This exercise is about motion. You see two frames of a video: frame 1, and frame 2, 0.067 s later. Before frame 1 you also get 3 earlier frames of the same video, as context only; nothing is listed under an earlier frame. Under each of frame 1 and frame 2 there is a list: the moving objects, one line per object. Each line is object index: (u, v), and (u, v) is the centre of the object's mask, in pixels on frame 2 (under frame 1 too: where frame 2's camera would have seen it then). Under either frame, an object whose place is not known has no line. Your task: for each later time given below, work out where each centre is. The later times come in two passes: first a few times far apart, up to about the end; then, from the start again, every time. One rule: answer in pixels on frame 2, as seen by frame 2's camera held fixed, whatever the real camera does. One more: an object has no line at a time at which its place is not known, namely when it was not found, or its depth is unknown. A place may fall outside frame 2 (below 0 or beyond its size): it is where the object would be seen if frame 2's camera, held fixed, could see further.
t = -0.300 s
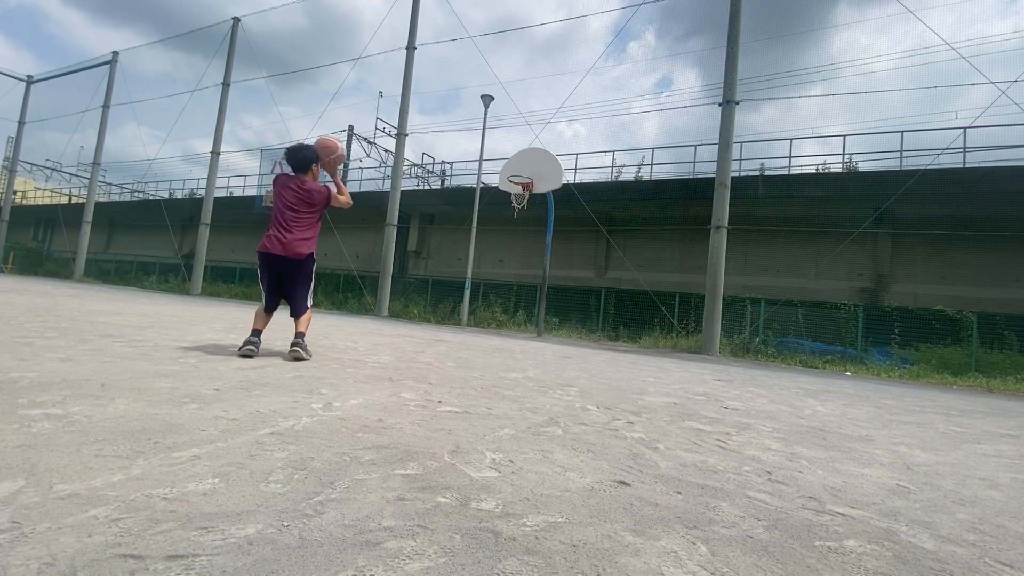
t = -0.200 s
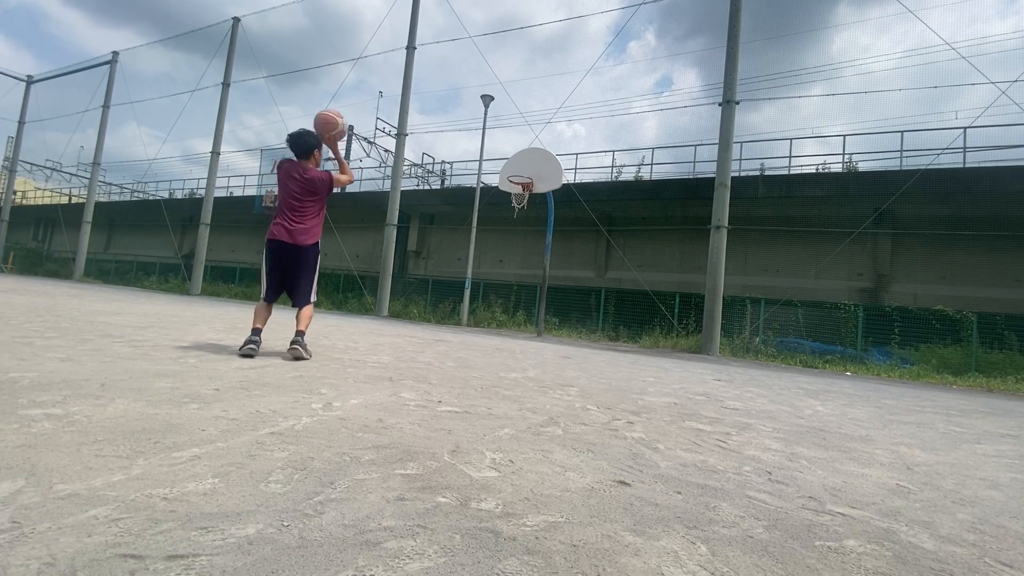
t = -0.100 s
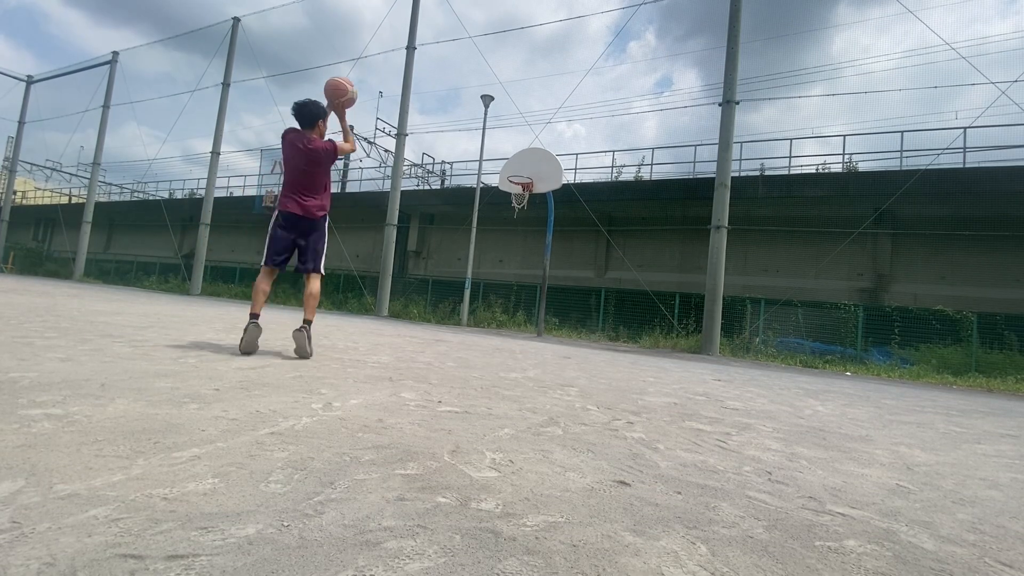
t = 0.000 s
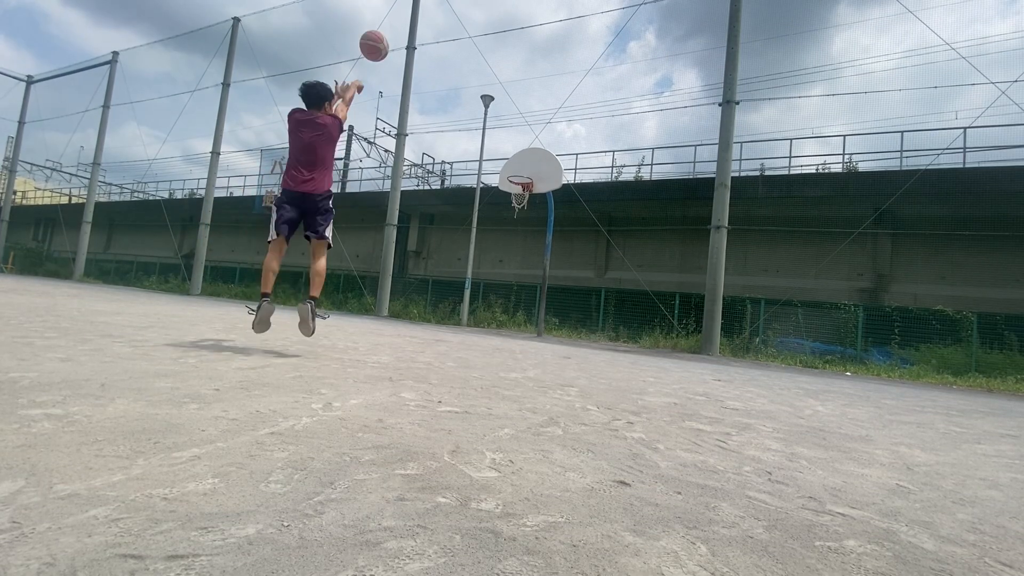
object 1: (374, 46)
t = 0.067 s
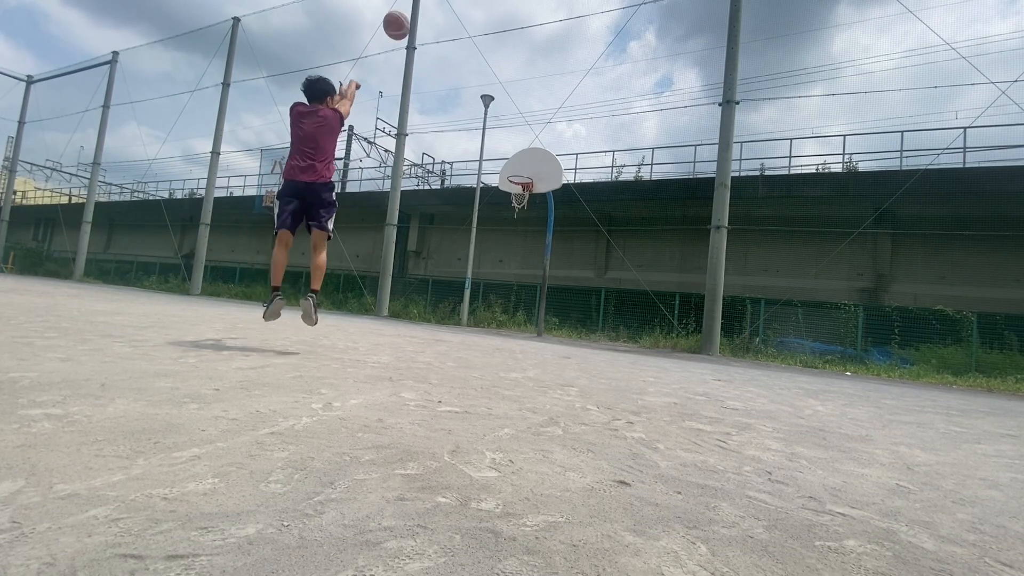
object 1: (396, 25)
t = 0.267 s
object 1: (445, 6)
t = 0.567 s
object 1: (488, 24)
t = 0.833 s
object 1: (509, 83)
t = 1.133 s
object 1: (523, 174)
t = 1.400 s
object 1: (520, 209)
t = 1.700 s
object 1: (508, 257)
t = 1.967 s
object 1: (496, 329)
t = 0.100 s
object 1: (406, 17)
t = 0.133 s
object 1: (415, 12)
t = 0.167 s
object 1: (424, 9)
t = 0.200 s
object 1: (431, 8)
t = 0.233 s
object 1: (439, 7)
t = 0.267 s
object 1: (445, 6)
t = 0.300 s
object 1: (451, 6)
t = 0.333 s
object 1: (457, 6)
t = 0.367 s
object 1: (462, 6)
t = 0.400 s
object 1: (468, 7)
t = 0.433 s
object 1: (472, 8)
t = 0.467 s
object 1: (476, 10)
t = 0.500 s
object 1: (481, 14)
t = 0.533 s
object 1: (484, 19)
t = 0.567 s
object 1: (488, 24)
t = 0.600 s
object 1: (491, 30)
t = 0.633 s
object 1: (494, 36)
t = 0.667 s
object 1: (497, 43)
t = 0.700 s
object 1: (500, 51)
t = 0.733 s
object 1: (502, 58)
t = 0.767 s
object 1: (505, 66)
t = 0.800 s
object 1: (507, 75)
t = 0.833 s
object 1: (509, 83)
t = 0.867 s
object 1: (511, 92)
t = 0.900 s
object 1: (513, 102)
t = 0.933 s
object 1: (515, 111)
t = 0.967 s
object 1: (516, 121)
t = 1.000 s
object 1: (518, 131)
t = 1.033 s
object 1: (519, 142)
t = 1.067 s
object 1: (520, 153)
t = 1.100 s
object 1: (522, 164)
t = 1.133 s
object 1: (523, 174)
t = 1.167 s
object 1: (524, 186)
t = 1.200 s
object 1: (524, 194)
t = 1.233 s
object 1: (525, 198)
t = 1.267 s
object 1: (524, 200)
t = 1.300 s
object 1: (523, 202)
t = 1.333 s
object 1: (522, 203)
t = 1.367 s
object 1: (521, 206)
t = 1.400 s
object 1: (520, 209)
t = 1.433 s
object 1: (519, 213)
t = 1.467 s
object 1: (517, 217)
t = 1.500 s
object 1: (516, 221)
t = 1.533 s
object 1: (515, 226)
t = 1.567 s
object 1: (513, 232)
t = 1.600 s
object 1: (512, 237)
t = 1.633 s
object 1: (511, 243)
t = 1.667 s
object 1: (509, 250)
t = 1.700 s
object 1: (508, 257)
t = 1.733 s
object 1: (507, 265)
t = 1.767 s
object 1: (505, 273)
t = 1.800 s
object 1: (504, 281)
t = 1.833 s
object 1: (502, 290)
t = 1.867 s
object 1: (501, 299)
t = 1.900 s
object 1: (499, 309)
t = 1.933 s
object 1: (498, 319)
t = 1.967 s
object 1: (496, 329)
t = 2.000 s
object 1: (495, 323)
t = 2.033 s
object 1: (495, 314)
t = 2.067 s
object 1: (495, 306)
